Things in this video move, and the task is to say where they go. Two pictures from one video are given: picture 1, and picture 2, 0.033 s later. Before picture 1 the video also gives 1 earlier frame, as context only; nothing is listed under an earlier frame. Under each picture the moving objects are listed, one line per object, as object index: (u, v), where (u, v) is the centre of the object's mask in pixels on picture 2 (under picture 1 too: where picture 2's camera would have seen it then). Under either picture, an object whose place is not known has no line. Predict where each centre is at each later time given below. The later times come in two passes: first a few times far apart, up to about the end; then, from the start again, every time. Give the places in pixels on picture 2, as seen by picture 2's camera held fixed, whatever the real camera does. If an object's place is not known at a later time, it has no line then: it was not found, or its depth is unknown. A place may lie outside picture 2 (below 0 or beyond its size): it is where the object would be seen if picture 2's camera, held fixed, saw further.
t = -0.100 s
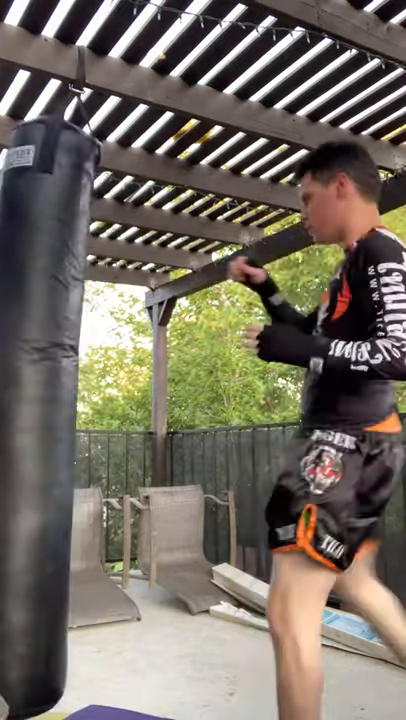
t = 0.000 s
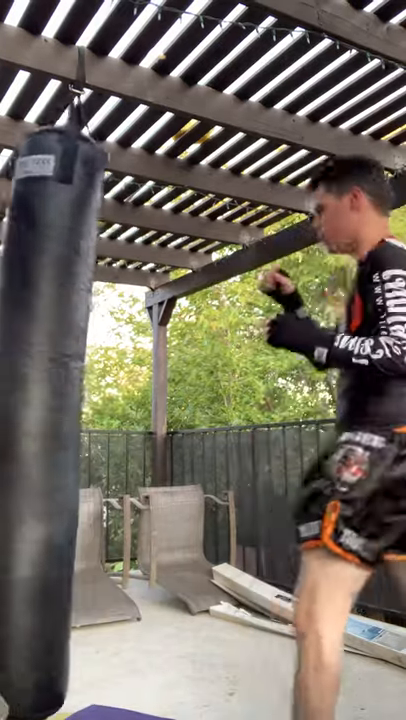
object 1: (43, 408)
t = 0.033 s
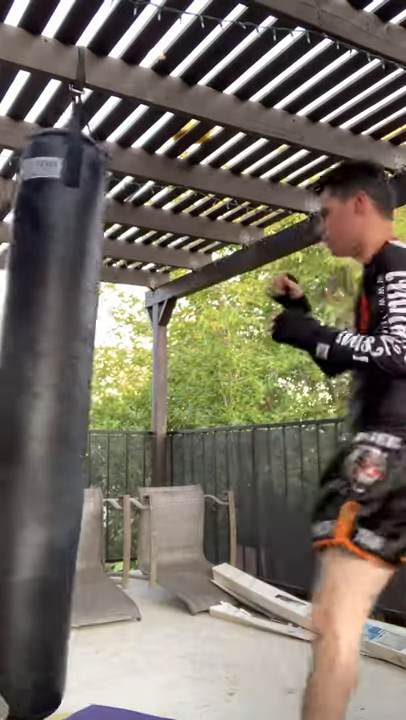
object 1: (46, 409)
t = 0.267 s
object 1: (58, 428)
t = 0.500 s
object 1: (85, 418)
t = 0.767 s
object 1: (109, 411)
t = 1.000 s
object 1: (118, 411)
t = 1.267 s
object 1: (113, 420)
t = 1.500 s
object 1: (95, 432)
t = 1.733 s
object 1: (69, 439)
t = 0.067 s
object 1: (49, 408)
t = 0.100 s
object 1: (50, 412)
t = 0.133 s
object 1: (51, 414)
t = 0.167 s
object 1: (52, 419)
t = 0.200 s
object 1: (53, 423)
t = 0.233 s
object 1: (54, 427)
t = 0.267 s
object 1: (58, 428)
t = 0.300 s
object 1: (63, 426)
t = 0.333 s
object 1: (67, 423)
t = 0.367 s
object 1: (71, 424)
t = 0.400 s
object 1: (74, 422)
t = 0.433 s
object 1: (78, 421)
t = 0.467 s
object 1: (82, 420)
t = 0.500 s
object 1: (85, 418)
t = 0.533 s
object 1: (89, 417)
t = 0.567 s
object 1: (92, 416)
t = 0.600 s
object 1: (95, 415)
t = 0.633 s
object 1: (98, 414)
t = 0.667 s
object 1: (101, 413)
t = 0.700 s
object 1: (104, 413)
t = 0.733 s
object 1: (107, 412)
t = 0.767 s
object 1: (109, 411)
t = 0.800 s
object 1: (111, 410)
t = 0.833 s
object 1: (113, 409)
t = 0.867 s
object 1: (114, 410)
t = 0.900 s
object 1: (116, 410)
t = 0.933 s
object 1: (117, 410)
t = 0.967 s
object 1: (118, 410)
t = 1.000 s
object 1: (118, 411)
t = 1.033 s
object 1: (118, 411)
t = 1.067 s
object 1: (118, 412)
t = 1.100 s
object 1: (118, 413)
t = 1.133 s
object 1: (118, 414)
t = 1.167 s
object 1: (117, 416)
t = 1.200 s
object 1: (116, 417)
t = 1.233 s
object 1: (115, 418)
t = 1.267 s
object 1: (113, 420)
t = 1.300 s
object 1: (111, 422)
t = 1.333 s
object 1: (109, 425)
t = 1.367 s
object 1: (107, 425)
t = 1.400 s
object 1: (104, 427)
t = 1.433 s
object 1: (101, 428)
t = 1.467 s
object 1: (98, 430)
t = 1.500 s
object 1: (95, 432)
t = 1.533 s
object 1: (92, 433)
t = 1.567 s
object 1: (88, 435)
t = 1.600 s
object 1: (84, 436)
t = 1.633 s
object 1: (80, 438)
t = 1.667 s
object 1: (77, 438)
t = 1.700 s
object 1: (73, 439)
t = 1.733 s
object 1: (69, 439)
